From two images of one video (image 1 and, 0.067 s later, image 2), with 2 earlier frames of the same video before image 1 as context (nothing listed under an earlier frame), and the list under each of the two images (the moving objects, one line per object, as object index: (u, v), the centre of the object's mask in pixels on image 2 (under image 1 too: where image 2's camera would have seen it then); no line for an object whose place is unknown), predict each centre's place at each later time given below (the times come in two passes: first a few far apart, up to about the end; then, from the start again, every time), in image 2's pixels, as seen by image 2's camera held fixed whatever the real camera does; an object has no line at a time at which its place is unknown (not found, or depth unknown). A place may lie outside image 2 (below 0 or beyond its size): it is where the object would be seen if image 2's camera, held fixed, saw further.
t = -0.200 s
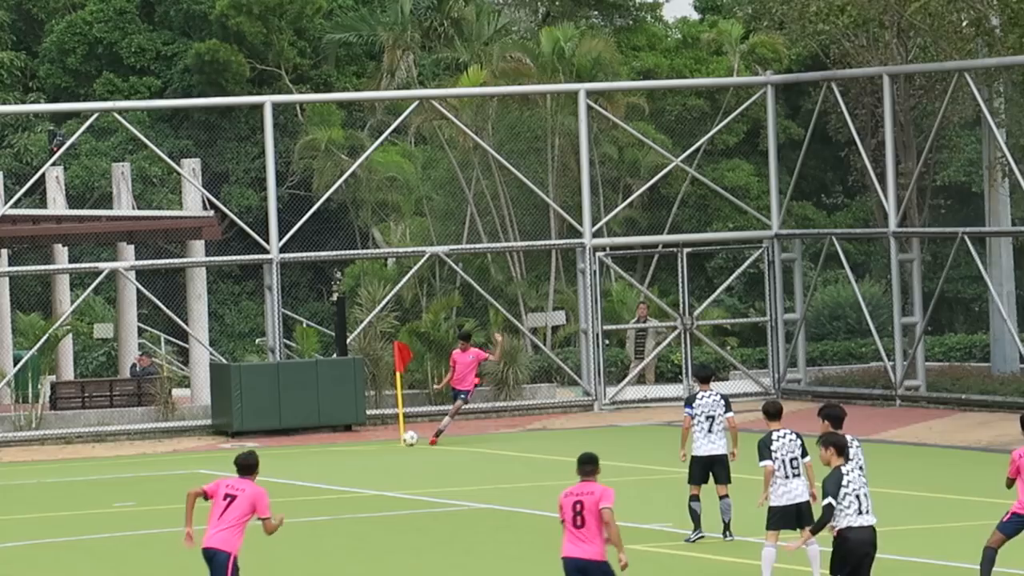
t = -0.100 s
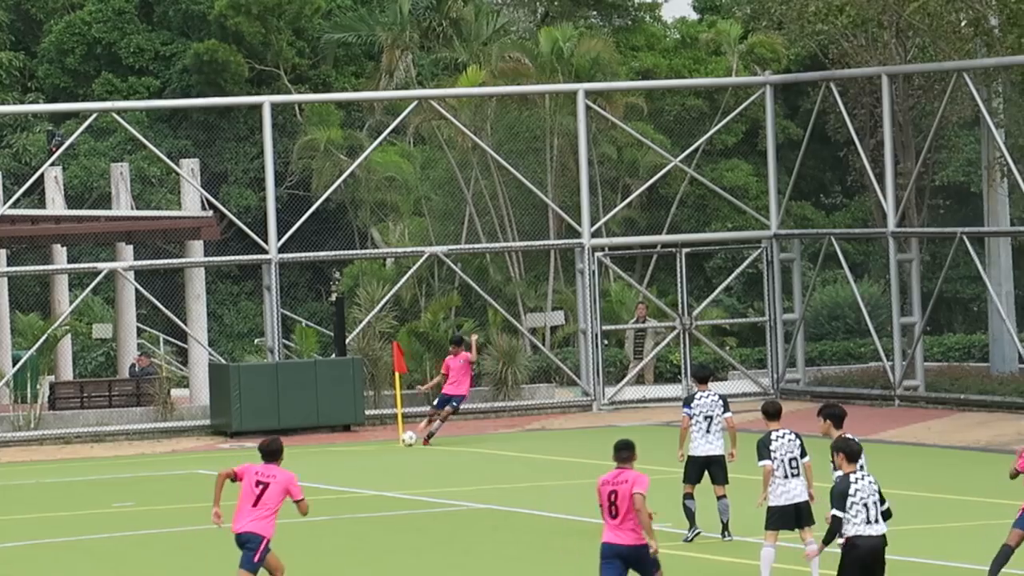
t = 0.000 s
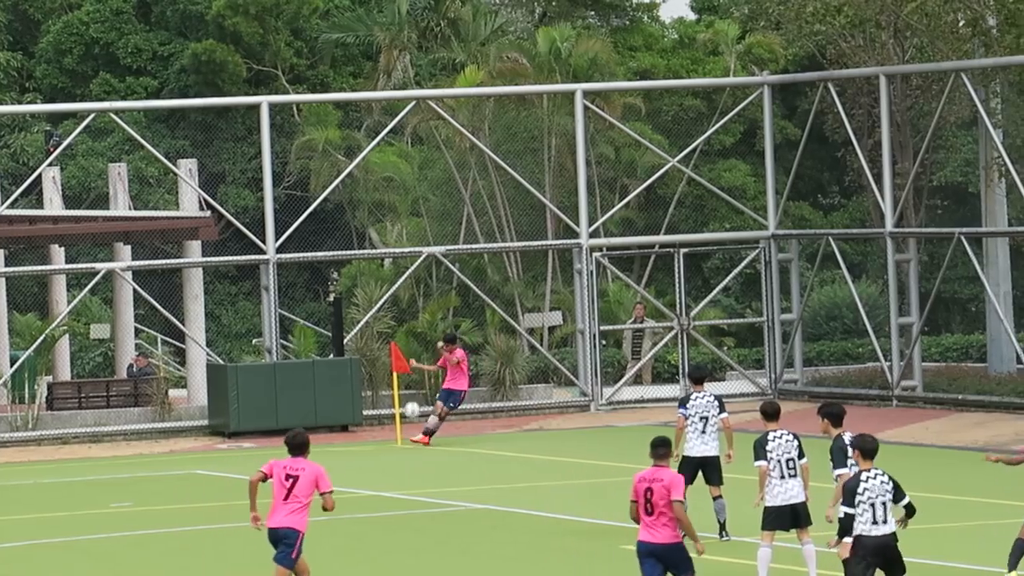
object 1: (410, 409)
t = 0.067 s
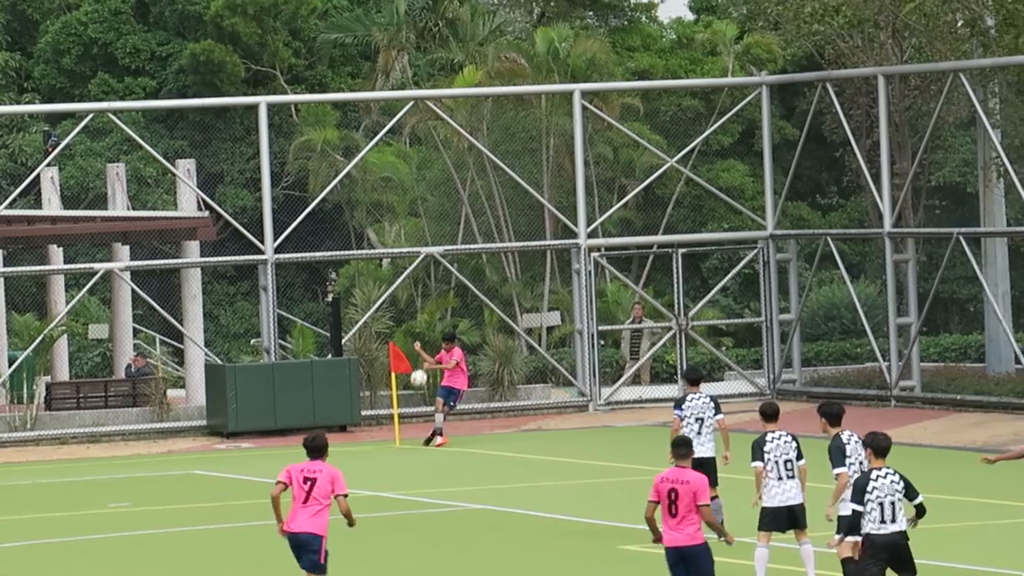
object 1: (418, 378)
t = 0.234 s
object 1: (441, 300)
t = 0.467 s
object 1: (480, 206)
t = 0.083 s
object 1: (421, 369)
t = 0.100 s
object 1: (423, 361)
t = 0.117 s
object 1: (425, 354)
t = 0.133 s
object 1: (427, 344)
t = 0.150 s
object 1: (431, 338)
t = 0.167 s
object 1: (432, 330)
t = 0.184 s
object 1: (434, 323)
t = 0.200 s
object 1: (436, 315)
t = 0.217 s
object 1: (439, 308)
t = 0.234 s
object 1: (441, 300)
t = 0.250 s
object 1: (443, 293)
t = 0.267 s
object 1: (445, 286)
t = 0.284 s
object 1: (447, 279)
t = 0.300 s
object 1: (450, 272)
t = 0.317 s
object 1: (453, 265)
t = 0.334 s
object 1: (456, 258)
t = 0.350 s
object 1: (459, 251)
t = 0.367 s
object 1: (462, 243)
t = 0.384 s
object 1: (464, 237)
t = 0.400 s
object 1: (467, 231)
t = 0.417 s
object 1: (470, 224)
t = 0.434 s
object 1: (474, 218)
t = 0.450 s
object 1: (477, 212)
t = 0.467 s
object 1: (480, 206)
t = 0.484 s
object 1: (484, 200)
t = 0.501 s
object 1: (487, 194)
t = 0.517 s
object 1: (490, 188)
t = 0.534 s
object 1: (494, 182)
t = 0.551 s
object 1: (497, 177)
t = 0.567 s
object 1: (501, 172)
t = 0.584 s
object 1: (505, 166)
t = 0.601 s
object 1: (509, 161)
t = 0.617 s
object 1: (513, 156)
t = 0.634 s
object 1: (517, 151)
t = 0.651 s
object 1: (521, 146)
